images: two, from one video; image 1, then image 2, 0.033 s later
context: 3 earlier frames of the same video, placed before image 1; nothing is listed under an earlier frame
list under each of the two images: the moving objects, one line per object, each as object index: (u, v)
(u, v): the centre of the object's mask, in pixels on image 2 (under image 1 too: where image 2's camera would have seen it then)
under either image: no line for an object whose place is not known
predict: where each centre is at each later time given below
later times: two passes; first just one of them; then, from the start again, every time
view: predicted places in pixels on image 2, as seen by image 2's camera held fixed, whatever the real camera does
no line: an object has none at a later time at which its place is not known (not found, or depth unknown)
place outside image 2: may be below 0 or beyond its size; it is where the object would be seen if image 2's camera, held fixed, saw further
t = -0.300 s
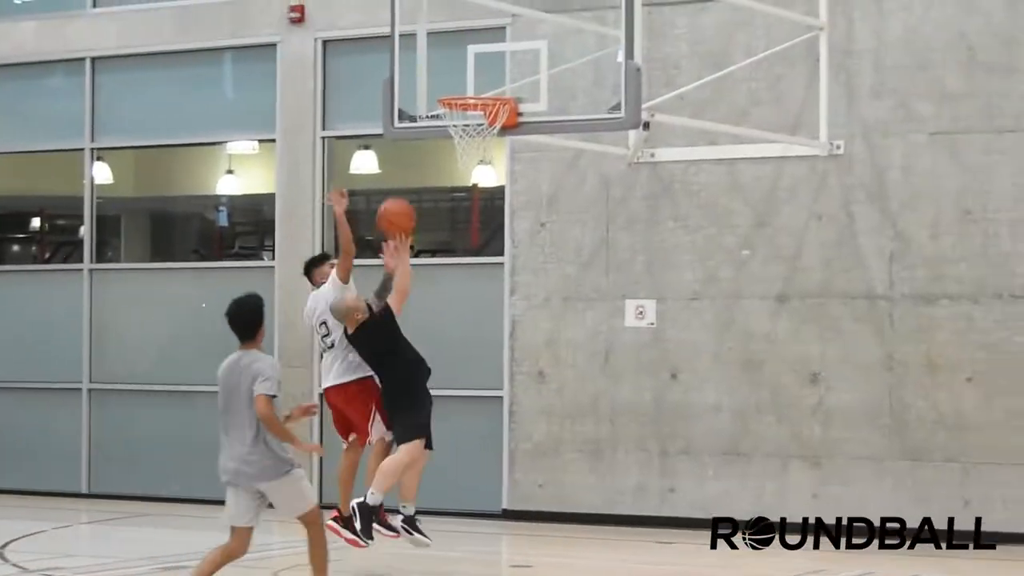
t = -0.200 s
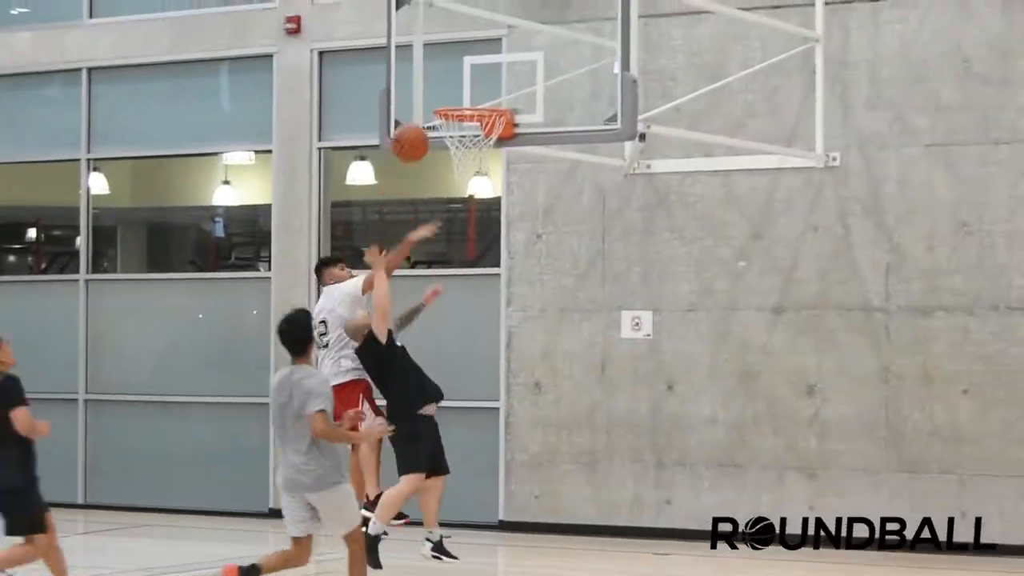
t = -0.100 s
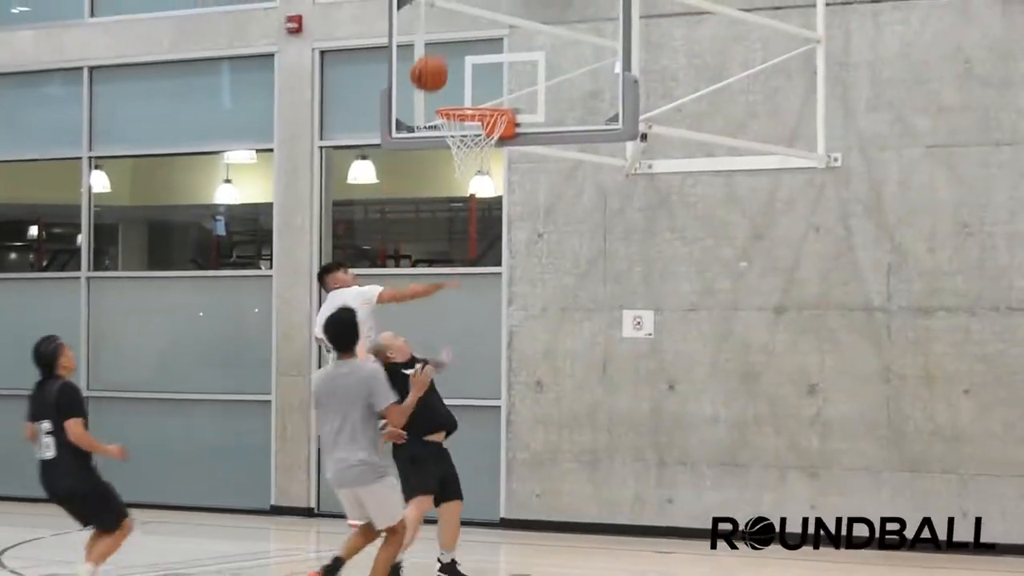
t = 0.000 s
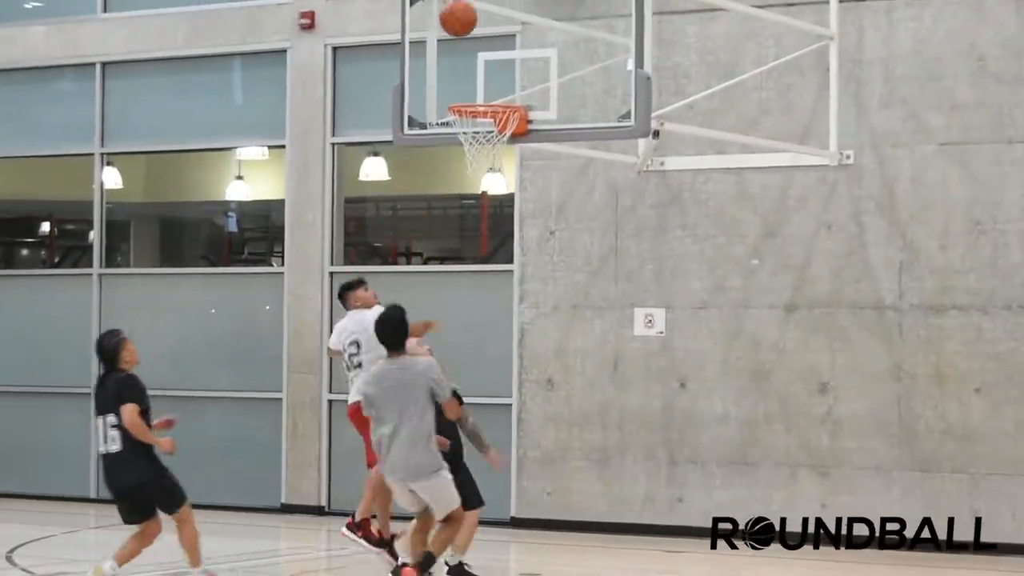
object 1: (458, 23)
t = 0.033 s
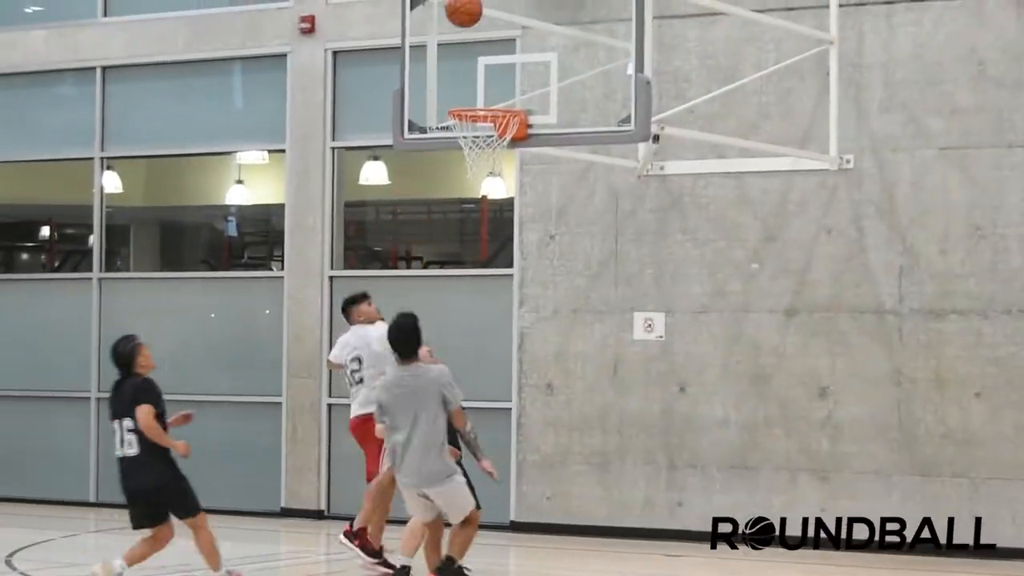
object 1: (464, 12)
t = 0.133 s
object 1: (479, -7)
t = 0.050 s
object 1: (466, 8)
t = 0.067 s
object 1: (469, 5)
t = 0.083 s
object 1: (471, 1)
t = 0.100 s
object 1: (474, -2)
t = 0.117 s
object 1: (476, -4)
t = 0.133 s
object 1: (479, -7)
